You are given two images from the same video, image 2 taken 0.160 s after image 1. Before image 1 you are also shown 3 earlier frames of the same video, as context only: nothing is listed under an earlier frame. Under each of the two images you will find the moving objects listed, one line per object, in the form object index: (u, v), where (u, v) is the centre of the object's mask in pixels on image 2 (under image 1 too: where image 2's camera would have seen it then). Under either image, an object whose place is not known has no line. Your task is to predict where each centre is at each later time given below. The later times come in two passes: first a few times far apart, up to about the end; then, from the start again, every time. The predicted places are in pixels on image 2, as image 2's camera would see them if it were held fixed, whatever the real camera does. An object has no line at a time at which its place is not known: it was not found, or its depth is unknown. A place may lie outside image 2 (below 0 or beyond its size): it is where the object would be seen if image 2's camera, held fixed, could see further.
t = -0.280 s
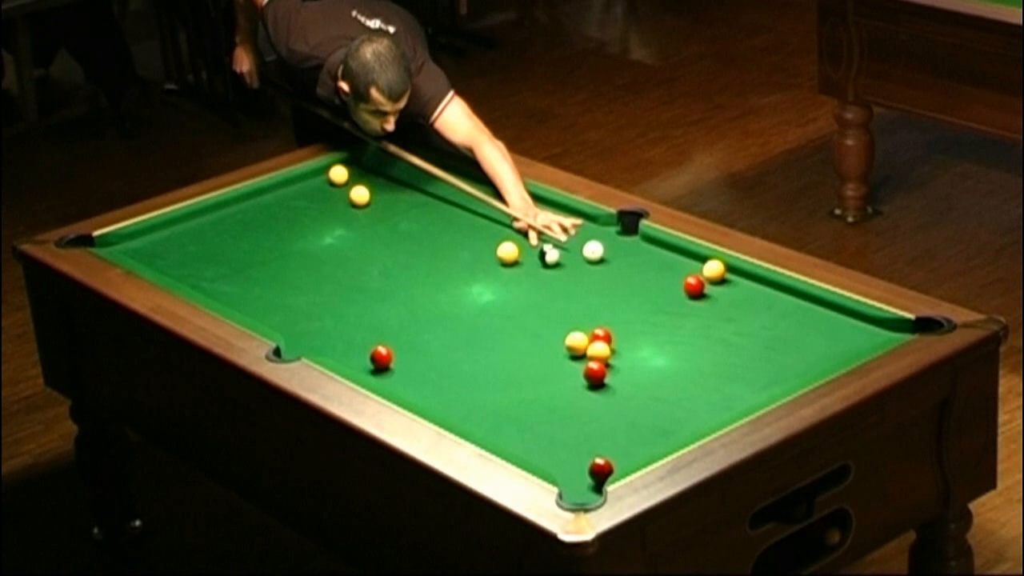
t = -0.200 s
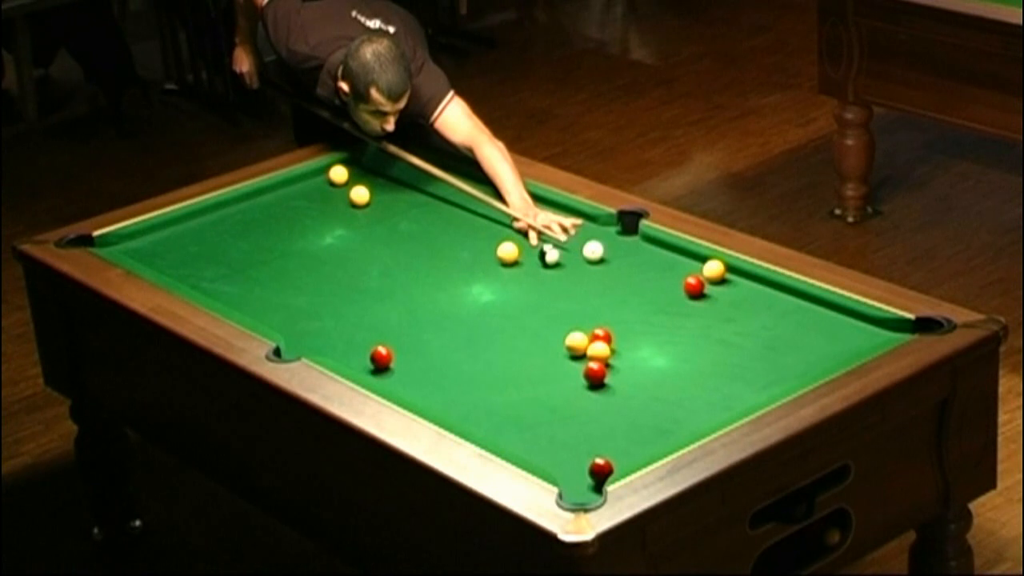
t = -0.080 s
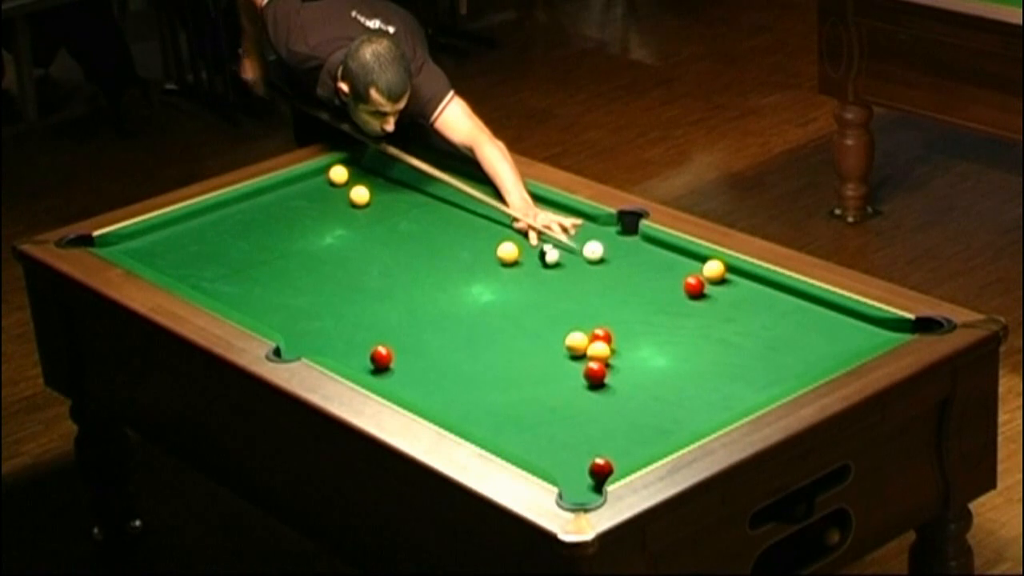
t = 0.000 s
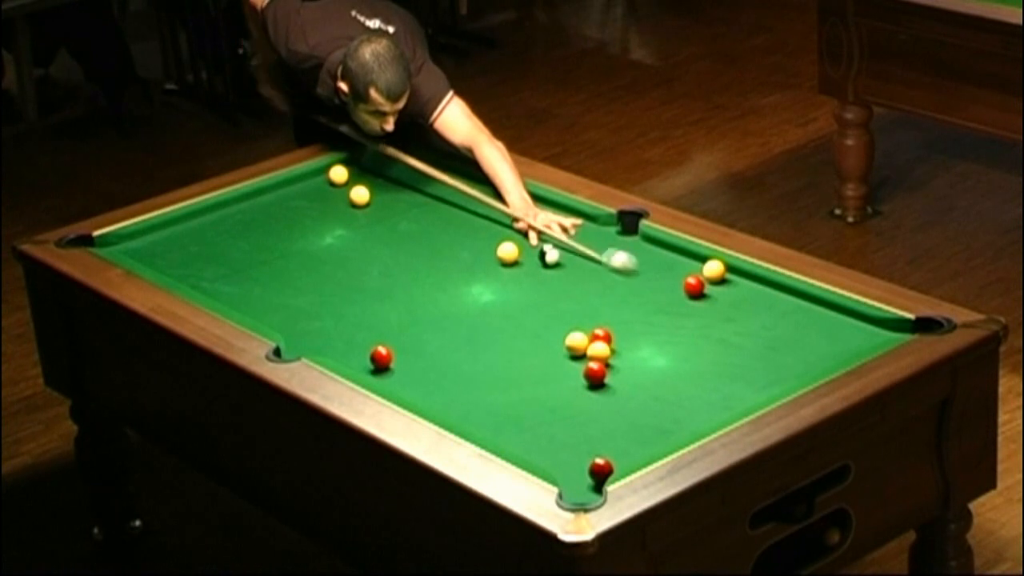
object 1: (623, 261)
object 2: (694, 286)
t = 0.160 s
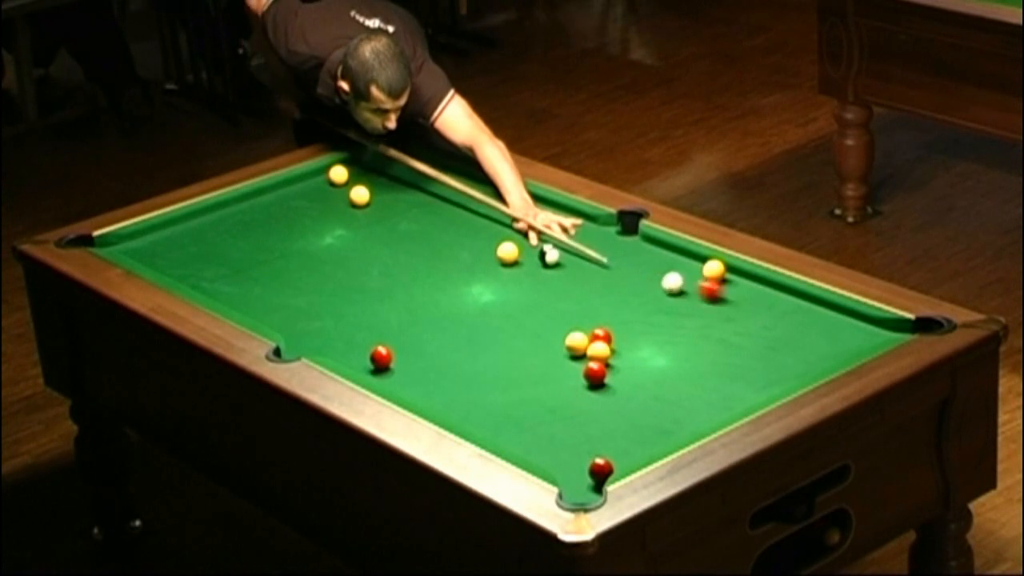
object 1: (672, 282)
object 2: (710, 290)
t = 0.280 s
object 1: (663, 285)
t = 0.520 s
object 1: (647, 291)
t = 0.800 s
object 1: (631, 296)
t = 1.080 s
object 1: (618, 301)
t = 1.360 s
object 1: (607, 305)
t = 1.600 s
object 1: (599, 308)
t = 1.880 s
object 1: (594, 310)
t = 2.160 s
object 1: (591, 311)
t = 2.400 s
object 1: (590, 312)
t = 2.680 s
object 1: (590, 311)
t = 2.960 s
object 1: (590, 311)
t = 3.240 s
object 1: (590, 311)
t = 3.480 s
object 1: (590, 311)
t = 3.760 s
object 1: (590, 311)
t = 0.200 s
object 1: (669, 283)
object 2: (725, 293)
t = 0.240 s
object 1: (666, 284)
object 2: (740, 297)
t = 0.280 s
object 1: (663, 285)
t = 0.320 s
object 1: (661, 286)
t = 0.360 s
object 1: (658, 287)
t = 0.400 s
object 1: (655, 288)
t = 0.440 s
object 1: (652, 289)
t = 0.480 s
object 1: (650, 290)
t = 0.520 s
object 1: (647, 291)
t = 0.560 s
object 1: (645, 292)
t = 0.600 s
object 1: (642, 292)
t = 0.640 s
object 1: (640, 293)
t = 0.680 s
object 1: (638, 294)
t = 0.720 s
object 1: (636, 295)
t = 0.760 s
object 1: (633, 296)
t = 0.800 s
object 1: (631, 296)
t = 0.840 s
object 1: (629, 297)
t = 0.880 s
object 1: (627, 298)
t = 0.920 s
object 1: (625, 299)
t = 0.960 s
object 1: (623, 299)
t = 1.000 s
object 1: (621, 300)
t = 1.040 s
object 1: (620, 301)
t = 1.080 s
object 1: (618, 301)
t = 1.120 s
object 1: (616, 302)
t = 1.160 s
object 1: (614, 303)
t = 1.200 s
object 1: (613, 303)
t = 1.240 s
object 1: (611, 304)
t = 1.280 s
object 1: (610, 304)
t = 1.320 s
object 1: (608, 305)
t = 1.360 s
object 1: (607, 305)
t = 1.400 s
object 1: (605, 306)
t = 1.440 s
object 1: (604, 306)
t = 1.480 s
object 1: (603, 307)
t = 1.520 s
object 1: (602, 307)
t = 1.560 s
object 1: (600, 308)
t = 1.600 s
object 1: (599, 308)
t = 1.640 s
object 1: (598, 308)
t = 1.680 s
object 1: (598, 309)
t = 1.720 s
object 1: (597, 309)
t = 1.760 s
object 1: (596, 309)
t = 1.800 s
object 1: (595, 310)
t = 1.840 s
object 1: (594, 310)
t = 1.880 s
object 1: (594, 310)
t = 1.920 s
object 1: (593, 310)
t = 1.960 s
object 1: (593, 311)
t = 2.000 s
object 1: (592, 311)
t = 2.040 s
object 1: (592, 311)
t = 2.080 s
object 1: (592, 311)
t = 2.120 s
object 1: (591, 311)
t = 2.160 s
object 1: (591, 311)
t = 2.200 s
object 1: (591, 311)
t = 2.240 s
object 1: (591, 312)
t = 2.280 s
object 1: (590, 312)
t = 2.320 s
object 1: (590, 312)
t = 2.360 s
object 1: (590, 312)
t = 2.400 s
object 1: (590, 312)
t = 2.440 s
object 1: (590, 312)
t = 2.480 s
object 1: (590, 312)
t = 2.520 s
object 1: (590, 312)
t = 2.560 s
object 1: (590, 311)
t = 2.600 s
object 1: (590, 311)
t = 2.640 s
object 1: (590, 311)
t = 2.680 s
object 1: (590, 311)
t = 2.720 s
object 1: (590, 311)
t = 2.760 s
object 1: (590, 311)
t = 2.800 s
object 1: (590, 311)
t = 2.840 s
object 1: (590, 311)
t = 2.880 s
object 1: (590, 311)
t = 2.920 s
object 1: (590, 311)
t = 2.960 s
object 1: (590, 311)
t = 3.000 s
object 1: (590, 311)
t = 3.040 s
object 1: (590, 311)
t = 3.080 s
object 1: (590, 311)
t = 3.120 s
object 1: (590, 311)
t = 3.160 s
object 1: (590, 311)
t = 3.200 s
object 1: (590, 311)
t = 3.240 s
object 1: (590, 311)
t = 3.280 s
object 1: (590, 311)
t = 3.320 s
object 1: (590, 311)
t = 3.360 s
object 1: (590, 311)
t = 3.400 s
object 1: (590, 311)
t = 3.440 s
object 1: (590, 311)
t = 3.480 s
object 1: (590, 311)
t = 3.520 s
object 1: (590, 311)
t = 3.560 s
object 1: (590, 311)
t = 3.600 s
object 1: (590, 311)
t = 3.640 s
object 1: (590, 311)
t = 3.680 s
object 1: (590, 311)
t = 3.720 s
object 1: (590, 311)
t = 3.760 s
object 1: (590, 311)
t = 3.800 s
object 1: (590, 311)
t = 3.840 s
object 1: (590, 311)
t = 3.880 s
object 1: (590, 311)
